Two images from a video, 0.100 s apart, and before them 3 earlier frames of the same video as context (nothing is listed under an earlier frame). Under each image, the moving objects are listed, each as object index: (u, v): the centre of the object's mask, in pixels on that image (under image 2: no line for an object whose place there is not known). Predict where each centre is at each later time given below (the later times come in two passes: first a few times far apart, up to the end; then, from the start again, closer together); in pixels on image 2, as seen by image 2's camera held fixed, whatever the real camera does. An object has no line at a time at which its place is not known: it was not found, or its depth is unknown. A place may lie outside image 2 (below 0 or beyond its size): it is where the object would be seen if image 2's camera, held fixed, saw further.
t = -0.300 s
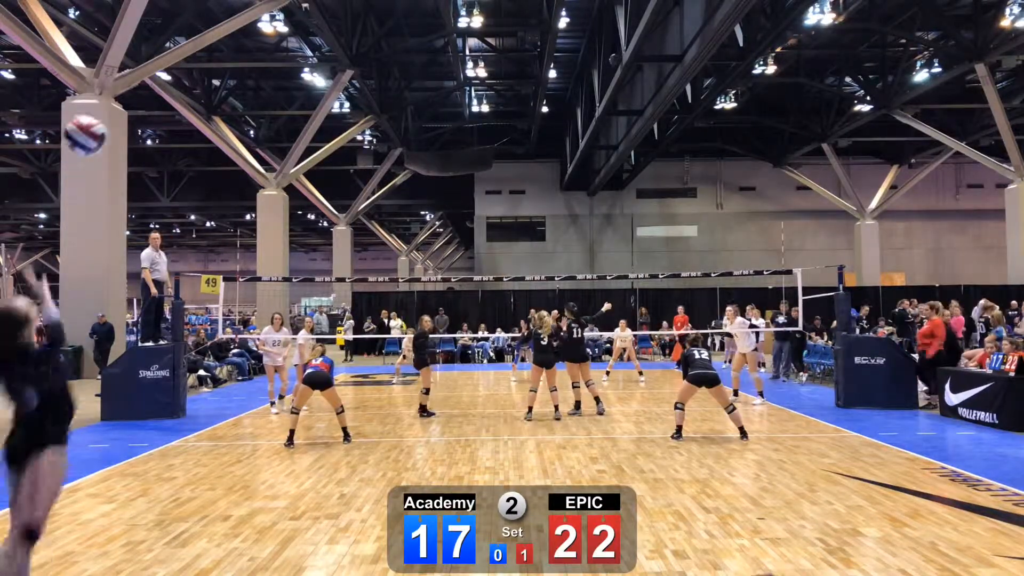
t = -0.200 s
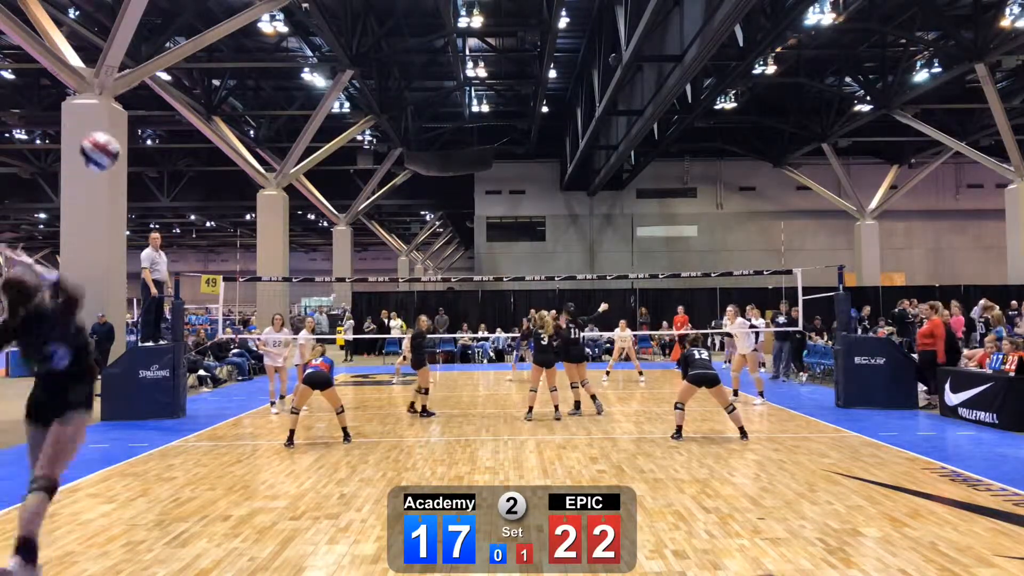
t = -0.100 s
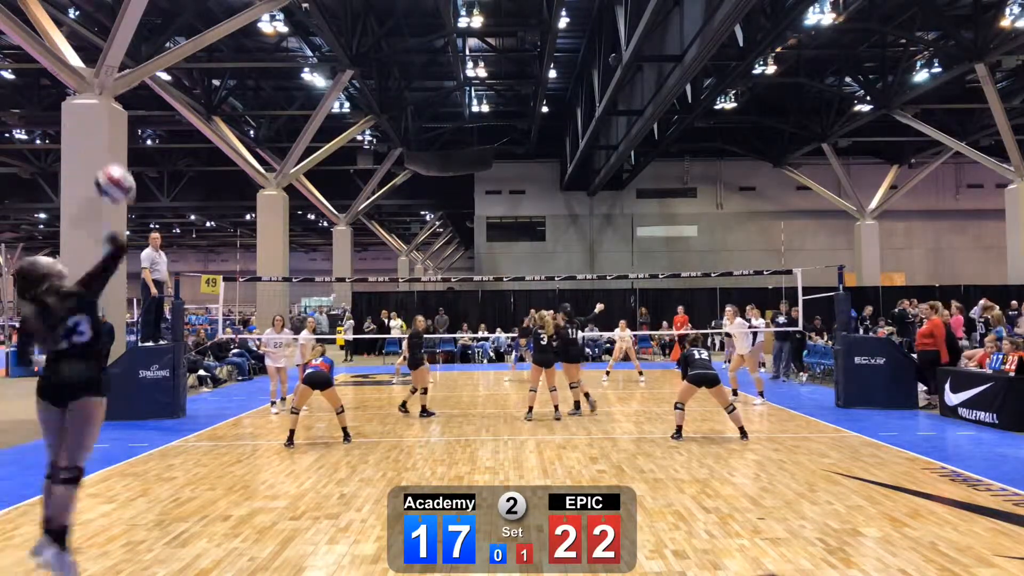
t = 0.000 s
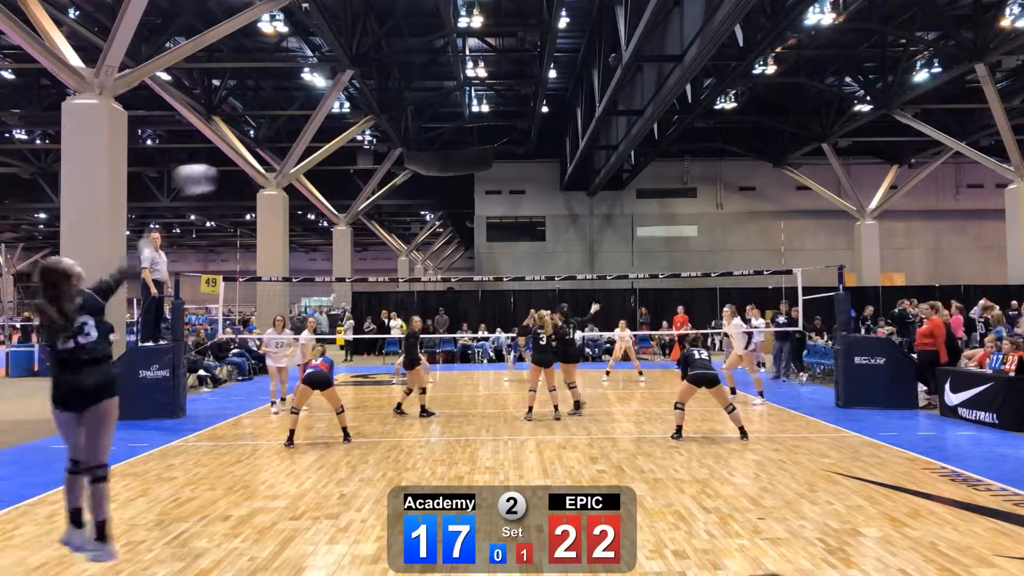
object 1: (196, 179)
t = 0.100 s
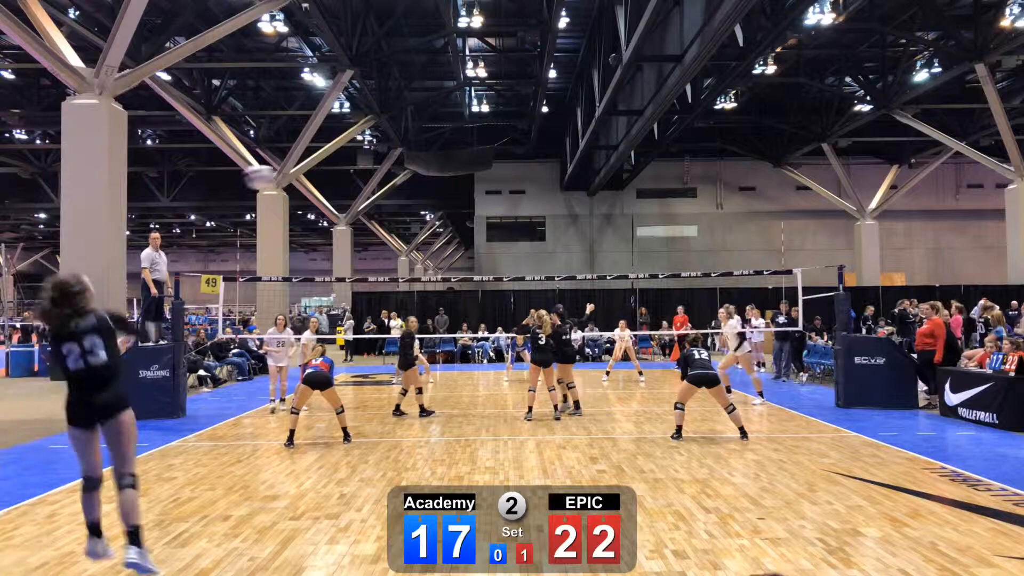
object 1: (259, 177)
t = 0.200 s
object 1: (305, 184)
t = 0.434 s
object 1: (369, 220)
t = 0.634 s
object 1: (400, 259)
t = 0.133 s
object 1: (277, 179)
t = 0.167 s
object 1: (290, 182)
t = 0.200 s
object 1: (305, 184)
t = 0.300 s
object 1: (338, 198)
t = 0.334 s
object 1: (347, 203)
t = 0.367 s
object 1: (354, 208)
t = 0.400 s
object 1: (362, 214)
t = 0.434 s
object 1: (369, 220)
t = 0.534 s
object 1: (387, 241)
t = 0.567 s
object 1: (391, 247)
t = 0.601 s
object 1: (395, 254)
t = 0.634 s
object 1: (400, 259)
